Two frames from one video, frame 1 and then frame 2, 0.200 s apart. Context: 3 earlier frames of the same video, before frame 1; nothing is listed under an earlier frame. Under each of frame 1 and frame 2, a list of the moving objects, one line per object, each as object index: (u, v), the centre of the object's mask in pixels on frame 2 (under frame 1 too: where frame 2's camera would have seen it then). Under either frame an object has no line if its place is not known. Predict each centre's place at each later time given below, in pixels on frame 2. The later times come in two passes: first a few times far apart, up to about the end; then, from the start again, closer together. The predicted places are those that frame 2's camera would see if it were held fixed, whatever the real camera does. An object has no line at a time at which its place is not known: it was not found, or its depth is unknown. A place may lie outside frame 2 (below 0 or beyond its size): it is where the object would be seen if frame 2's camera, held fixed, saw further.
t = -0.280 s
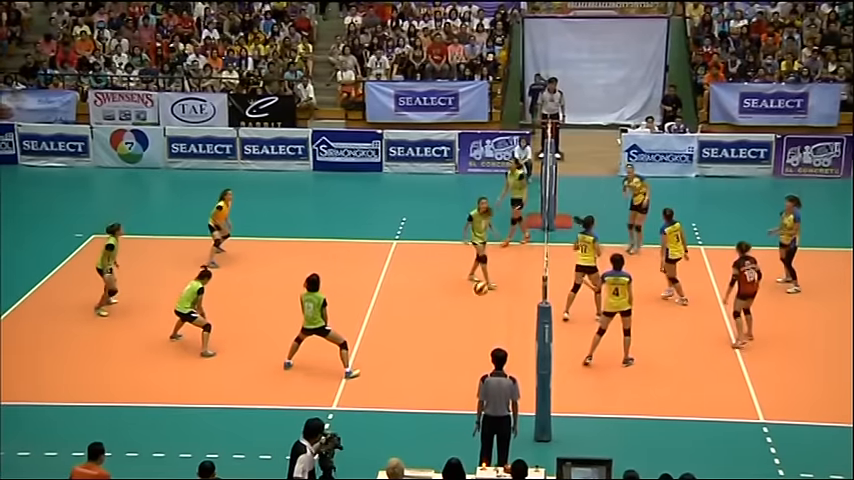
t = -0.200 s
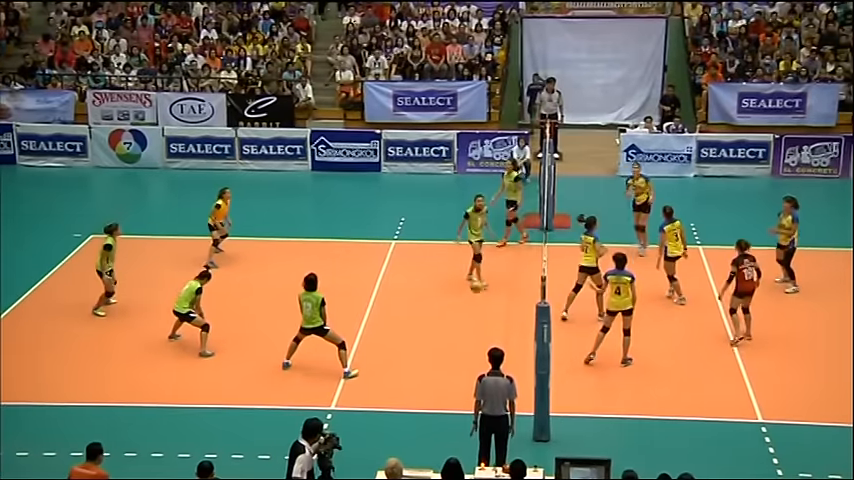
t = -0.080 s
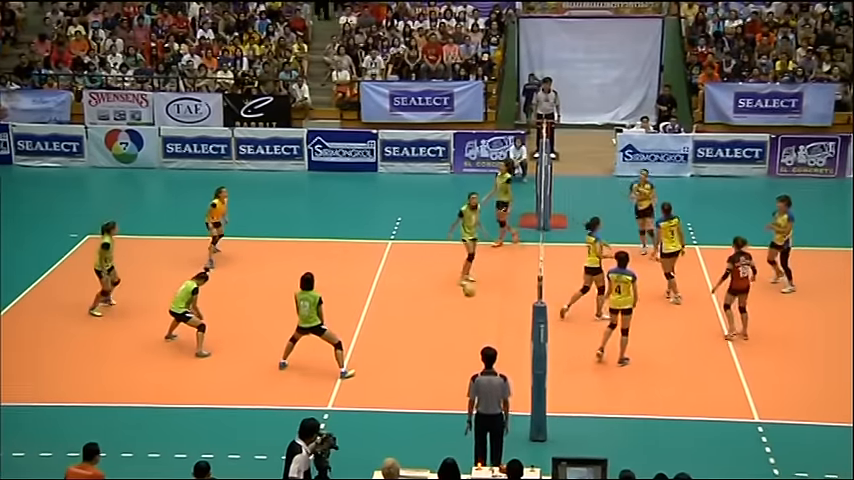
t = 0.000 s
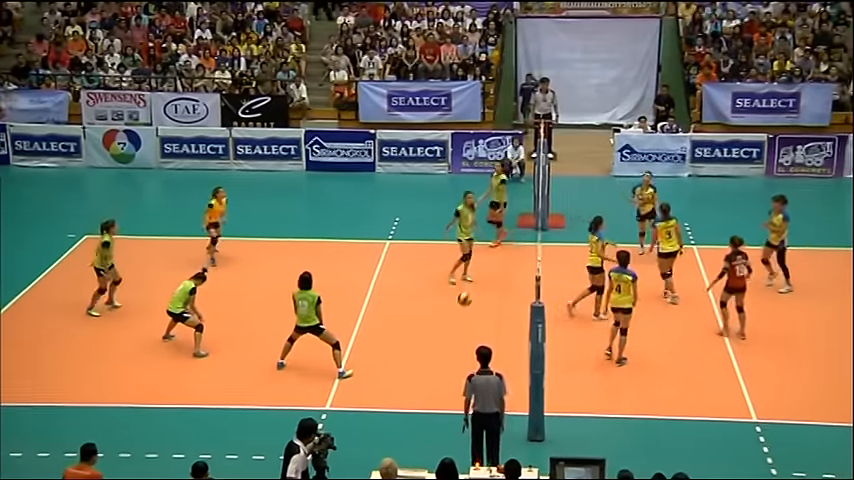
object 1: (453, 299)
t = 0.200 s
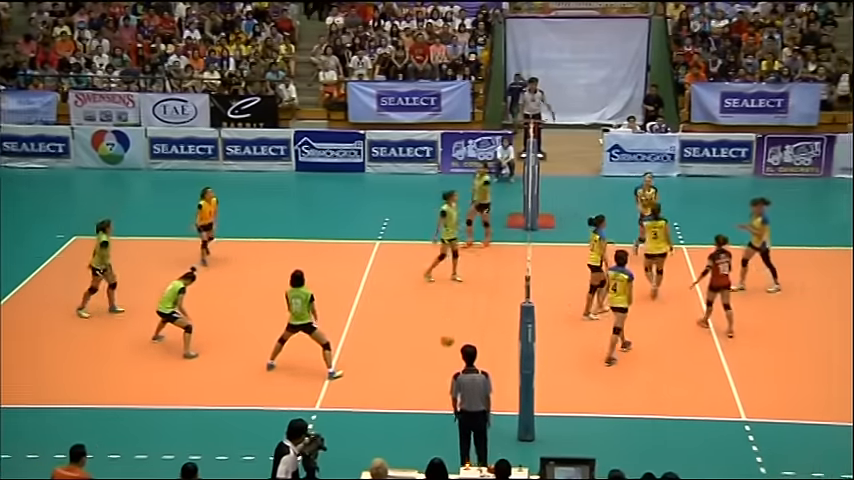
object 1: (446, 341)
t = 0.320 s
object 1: (443, 379)
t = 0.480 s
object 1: (439, 434)
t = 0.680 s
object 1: (429, 414)
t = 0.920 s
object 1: (417, 428)
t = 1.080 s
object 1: (409, 462)
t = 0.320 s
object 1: (443, 379)
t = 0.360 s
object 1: (442, 393)
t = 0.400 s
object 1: (440, 409)
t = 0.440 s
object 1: (441, 424)
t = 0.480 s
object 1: (439, 434)
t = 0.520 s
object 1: (437, 428)
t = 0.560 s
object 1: (435, 423)
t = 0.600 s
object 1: (432, 419)
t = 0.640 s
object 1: (430, 416)
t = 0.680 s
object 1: (429, 414)
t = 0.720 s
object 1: (427, 414)
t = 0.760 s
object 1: (423, 414)
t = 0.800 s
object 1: (423, 417)
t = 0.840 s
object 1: (421, 418)
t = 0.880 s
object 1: (419, 422)
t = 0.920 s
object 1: (417, 428)
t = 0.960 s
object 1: (415, 435)
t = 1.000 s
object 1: (413, 443)
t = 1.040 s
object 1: (410, 453)
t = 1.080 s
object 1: (409, 462)
